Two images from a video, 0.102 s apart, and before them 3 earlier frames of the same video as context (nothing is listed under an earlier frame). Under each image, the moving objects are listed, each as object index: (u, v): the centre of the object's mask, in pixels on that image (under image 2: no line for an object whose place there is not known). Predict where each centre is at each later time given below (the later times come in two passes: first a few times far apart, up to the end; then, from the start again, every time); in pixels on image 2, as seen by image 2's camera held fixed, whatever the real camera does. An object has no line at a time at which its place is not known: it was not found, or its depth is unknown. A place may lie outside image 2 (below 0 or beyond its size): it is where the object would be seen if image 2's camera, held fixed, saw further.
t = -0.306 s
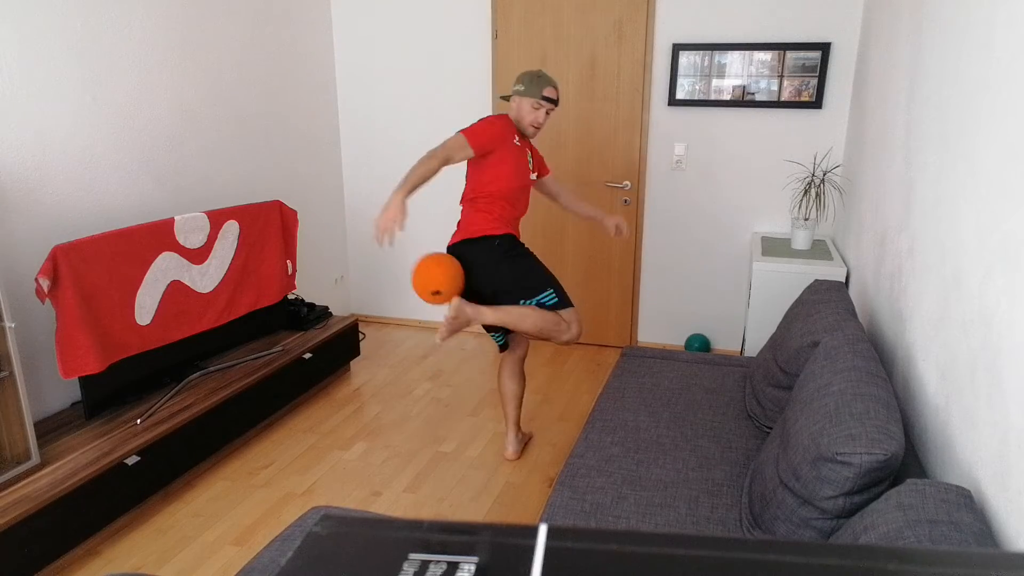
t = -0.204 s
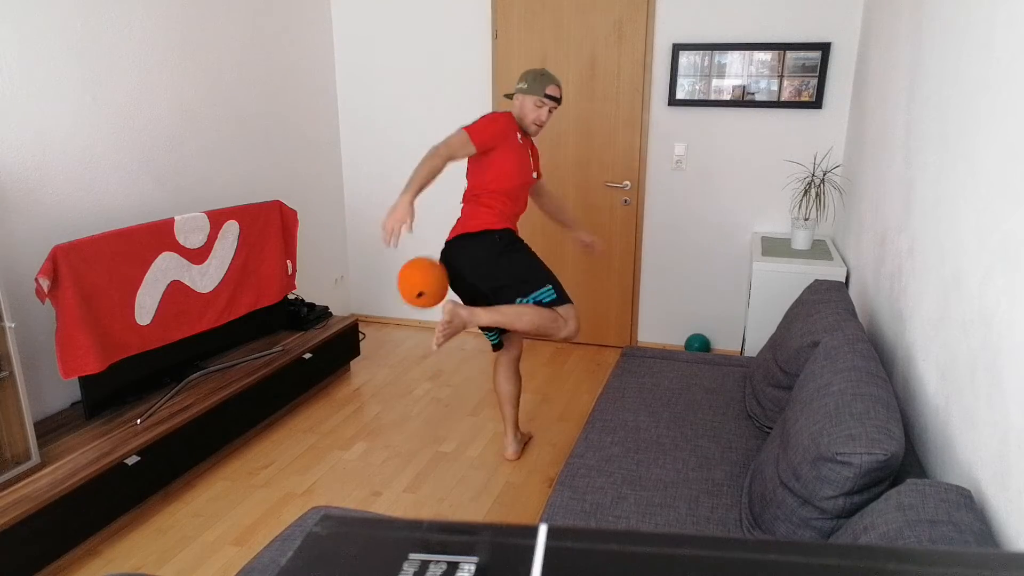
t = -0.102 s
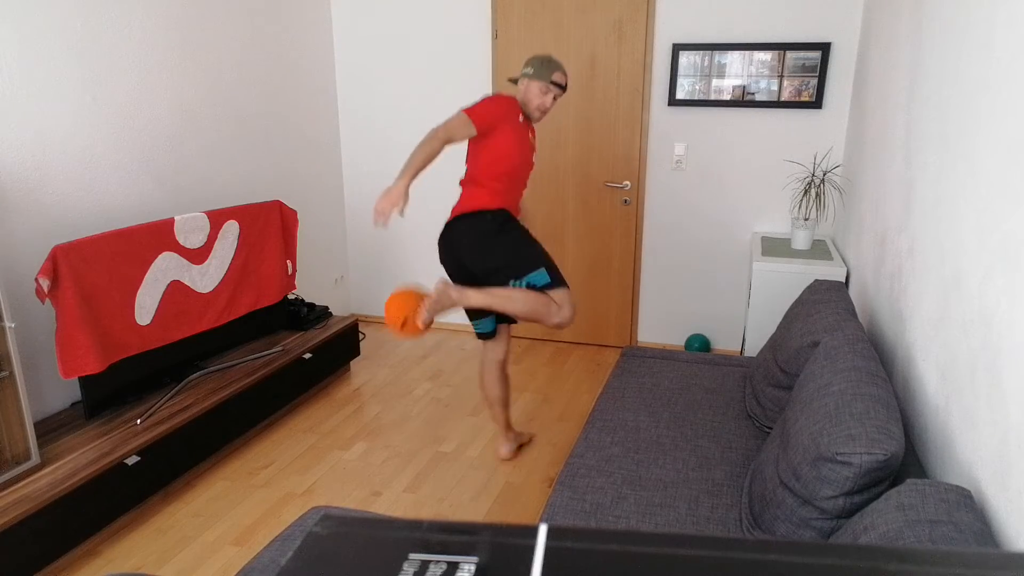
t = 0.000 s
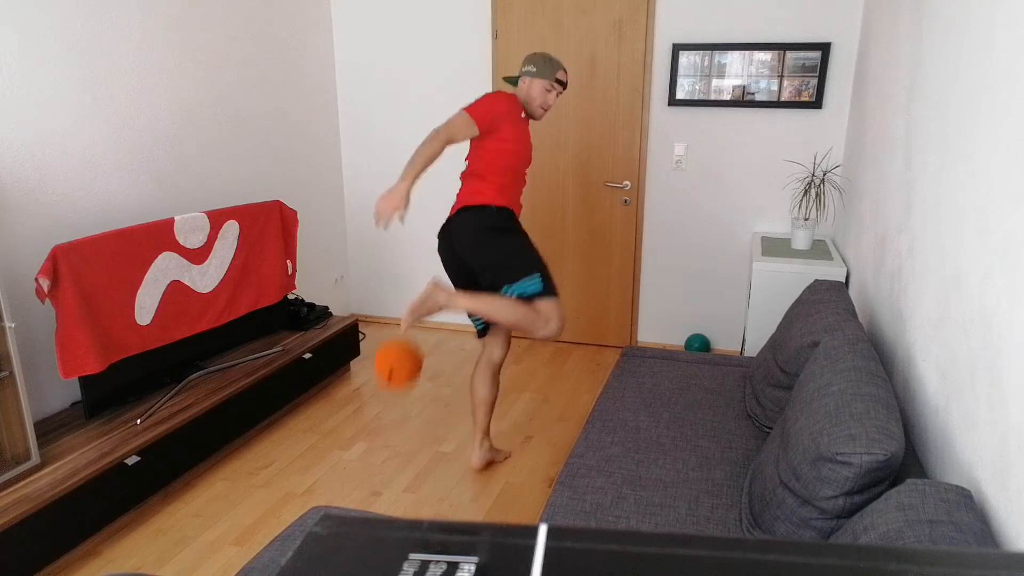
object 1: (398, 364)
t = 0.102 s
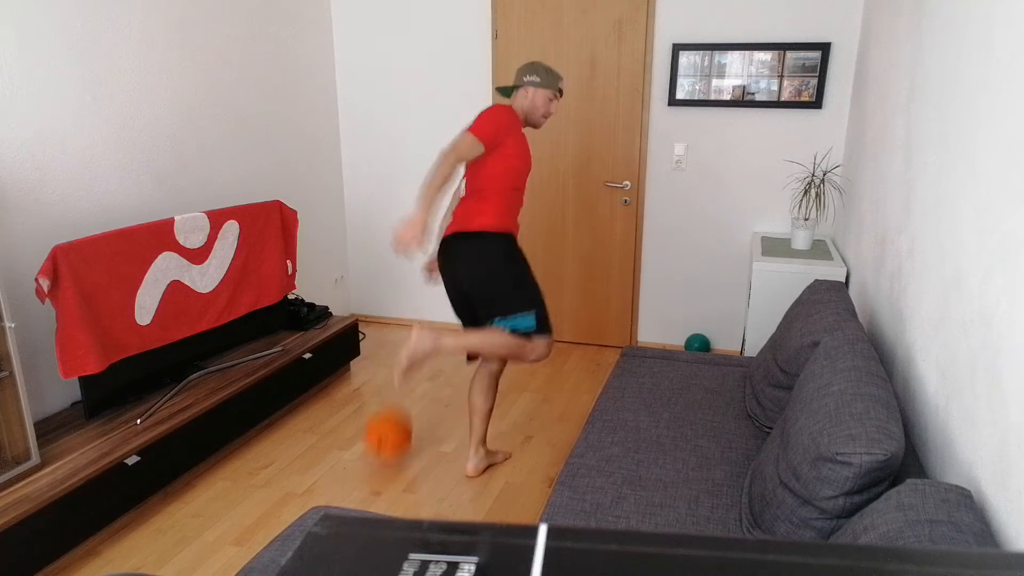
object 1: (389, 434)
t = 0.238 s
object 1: (365, 392)
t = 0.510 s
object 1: (322, 372)
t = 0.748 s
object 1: (289, 412)
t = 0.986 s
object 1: (283, 401)
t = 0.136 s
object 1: (385, 439)
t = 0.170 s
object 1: (378, 420)
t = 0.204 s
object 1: (372, 405)
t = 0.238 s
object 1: (365, 392)
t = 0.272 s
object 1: (358, 380)
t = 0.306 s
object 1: (352, 372)
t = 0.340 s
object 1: (347, 366)
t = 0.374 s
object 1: (341, 362)
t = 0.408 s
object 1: (336, 361)
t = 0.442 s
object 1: (331, 362)
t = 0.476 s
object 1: (326, 366)
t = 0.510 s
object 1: (322, 372)
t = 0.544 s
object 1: (316, 380)
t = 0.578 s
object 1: (312, 390)
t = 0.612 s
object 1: (308, 404)
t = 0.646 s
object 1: (305, 419)
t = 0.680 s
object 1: (301, 434)
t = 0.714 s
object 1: (295, 423)
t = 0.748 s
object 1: (289, 412)
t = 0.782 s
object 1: (283, 404)
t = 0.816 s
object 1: (278, 399)
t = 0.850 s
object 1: (273, 395)
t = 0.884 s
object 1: (273, 393)
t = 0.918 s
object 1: (276, 393)
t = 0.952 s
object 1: (280, 396)
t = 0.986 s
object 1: (283, 401)
